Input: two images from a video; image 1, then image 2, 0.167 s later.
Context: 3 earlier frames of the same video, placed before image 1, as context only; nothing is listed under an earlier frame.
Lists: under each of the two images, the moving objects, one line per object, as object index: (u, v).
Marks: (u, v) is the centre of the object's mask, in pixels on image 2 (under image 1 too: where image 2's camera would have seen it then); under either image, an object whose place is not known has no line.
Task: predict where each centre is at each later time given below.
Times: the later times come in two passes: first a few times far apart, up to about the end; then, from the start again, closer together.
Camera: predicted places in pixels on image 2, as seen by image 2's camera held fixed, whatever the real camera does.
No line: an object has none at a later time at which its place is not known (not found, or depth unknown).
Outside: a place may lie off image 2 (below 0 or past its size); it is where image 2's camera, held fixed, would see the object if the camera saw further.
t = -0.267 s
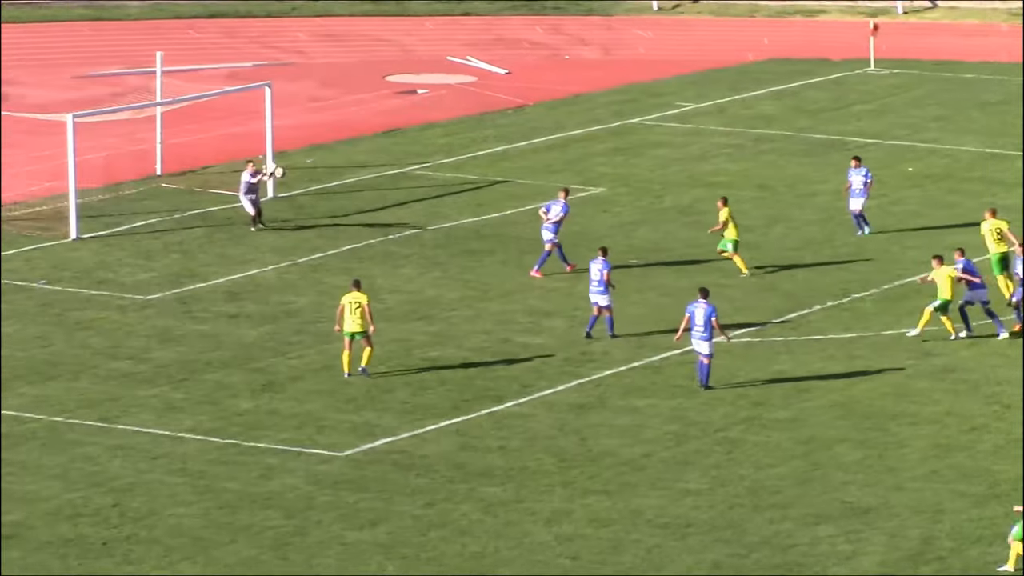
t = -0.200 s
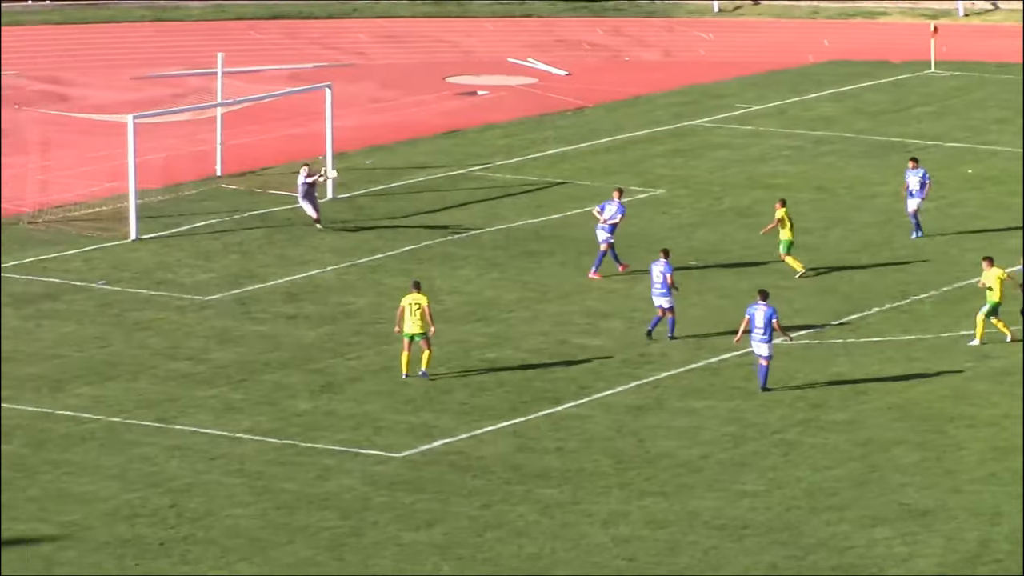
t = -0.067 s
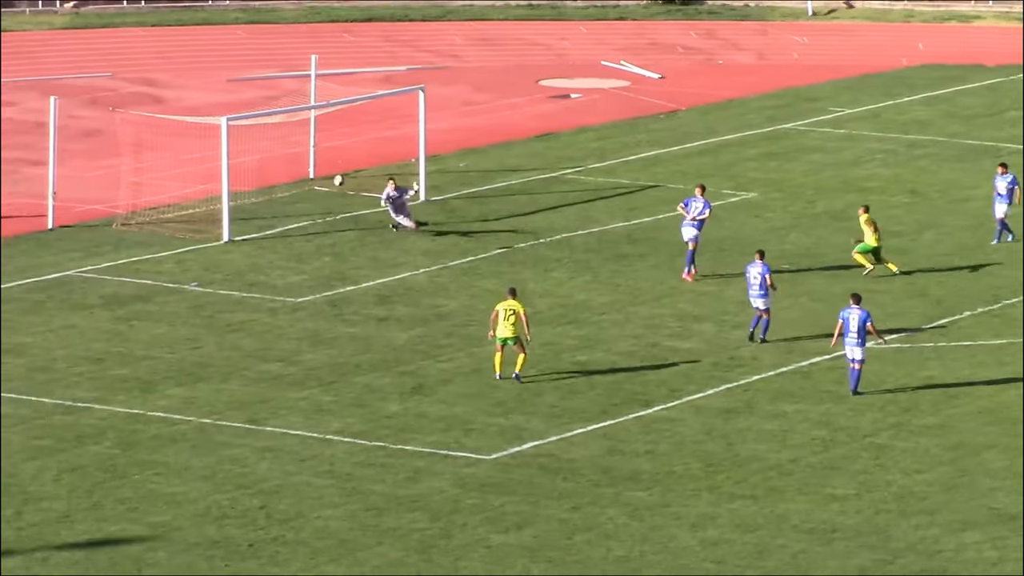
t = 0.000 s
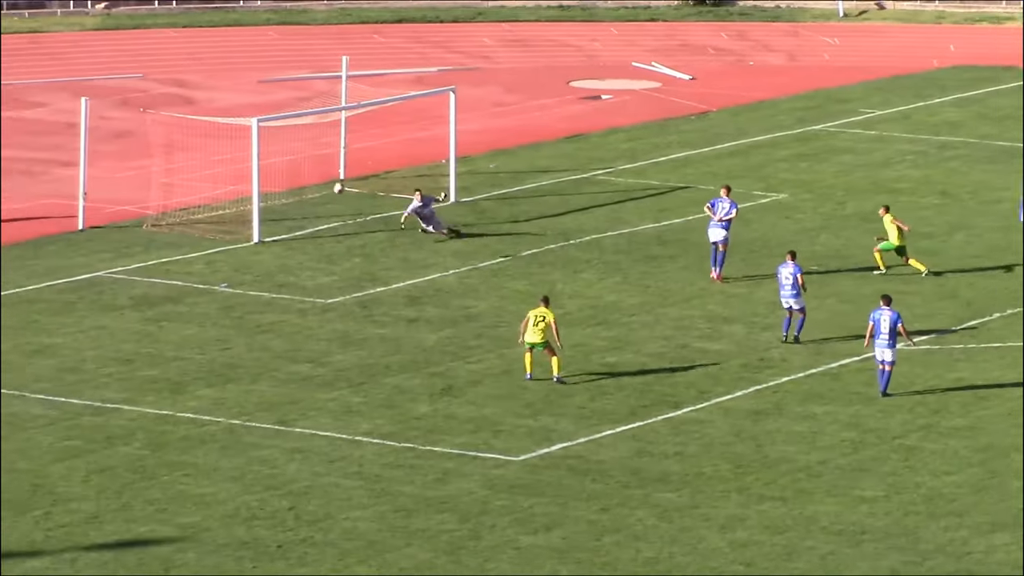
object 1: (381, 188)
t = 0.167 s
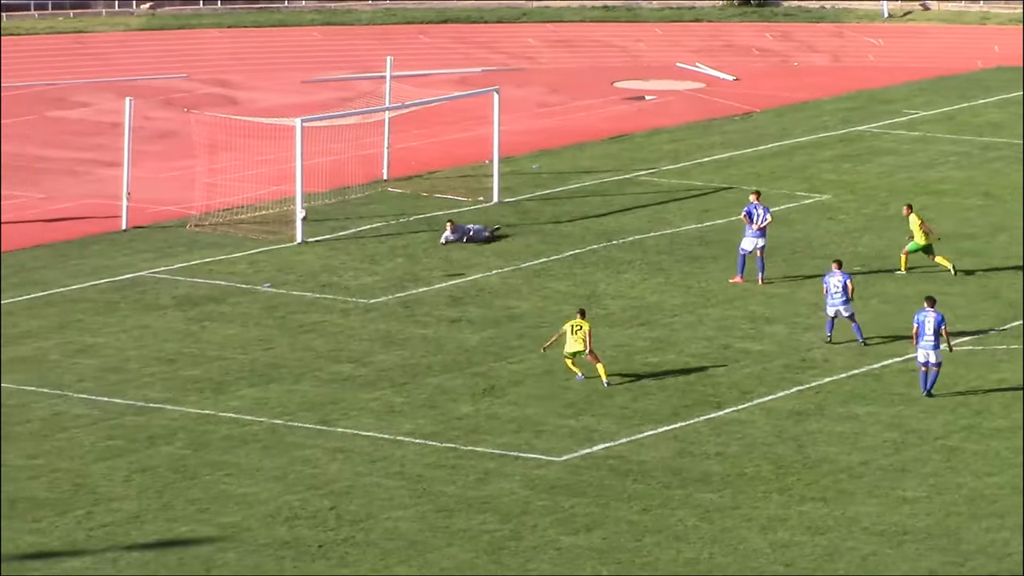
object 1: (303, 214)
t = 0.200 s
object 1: (284, 222)
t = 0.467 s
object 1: (148, 300)
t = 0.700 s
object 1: (57, 301)
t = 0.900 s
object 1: (-17, 310)
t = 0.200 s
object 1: (284, 222)
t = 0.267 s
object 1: (253, 237)
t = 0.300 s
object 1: (234, 247)
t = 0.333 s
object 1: (218, 256)
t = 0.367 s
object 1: (200, 267)
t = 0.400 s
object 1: (183, 278)
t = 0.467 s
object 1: (148, 300)
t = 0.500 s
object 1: (129, 312)
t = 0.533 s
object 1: (117, 314)
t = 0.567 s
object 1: (105, 311)
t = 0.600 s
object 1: (94, 307)
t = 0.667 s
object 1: (69, 302)
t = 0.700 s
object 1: (57, 301)
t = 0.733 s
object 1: (46, 300)
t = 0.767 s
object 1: (33, 301)
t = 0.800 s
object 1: (20, 302)
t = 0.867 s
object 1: (-4, 306)
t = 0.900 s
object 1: (-17, 310)
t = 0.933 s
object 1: (-30, 313)
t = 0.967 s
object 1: (-42, 317)
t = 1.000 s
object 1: (-55, 322)
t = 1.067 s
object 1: (-81, 336)
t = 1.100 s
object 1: (-96, 342)
